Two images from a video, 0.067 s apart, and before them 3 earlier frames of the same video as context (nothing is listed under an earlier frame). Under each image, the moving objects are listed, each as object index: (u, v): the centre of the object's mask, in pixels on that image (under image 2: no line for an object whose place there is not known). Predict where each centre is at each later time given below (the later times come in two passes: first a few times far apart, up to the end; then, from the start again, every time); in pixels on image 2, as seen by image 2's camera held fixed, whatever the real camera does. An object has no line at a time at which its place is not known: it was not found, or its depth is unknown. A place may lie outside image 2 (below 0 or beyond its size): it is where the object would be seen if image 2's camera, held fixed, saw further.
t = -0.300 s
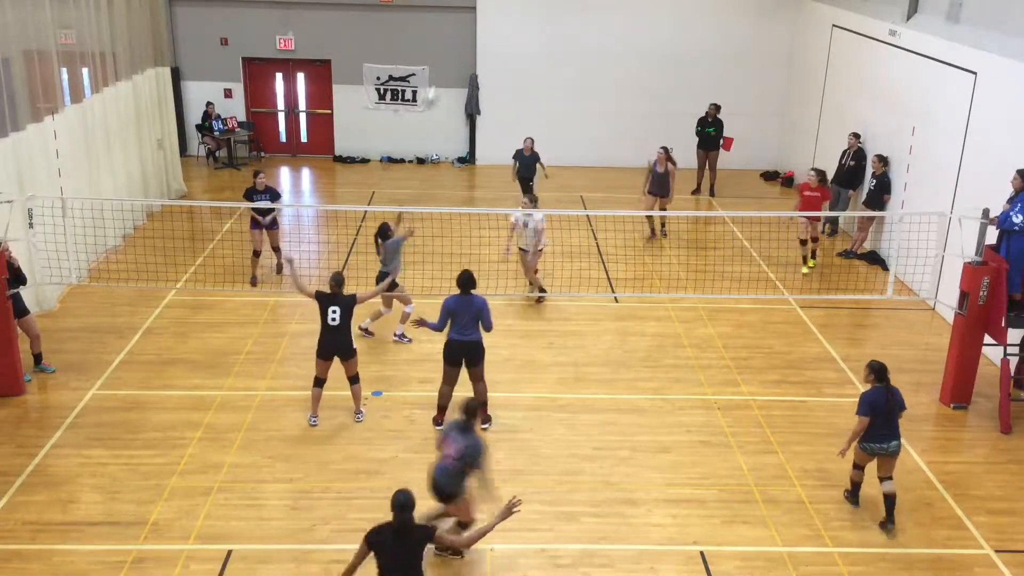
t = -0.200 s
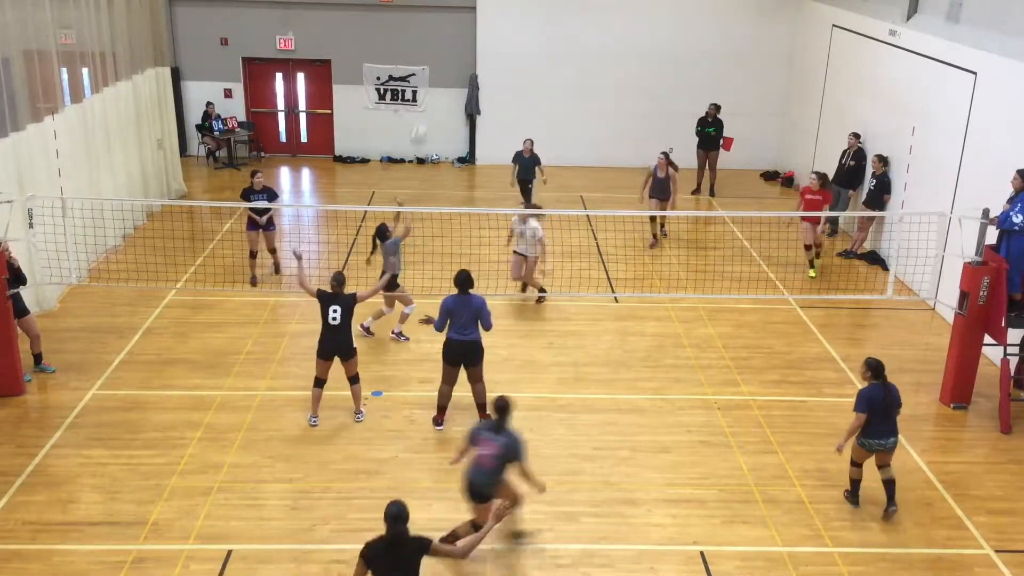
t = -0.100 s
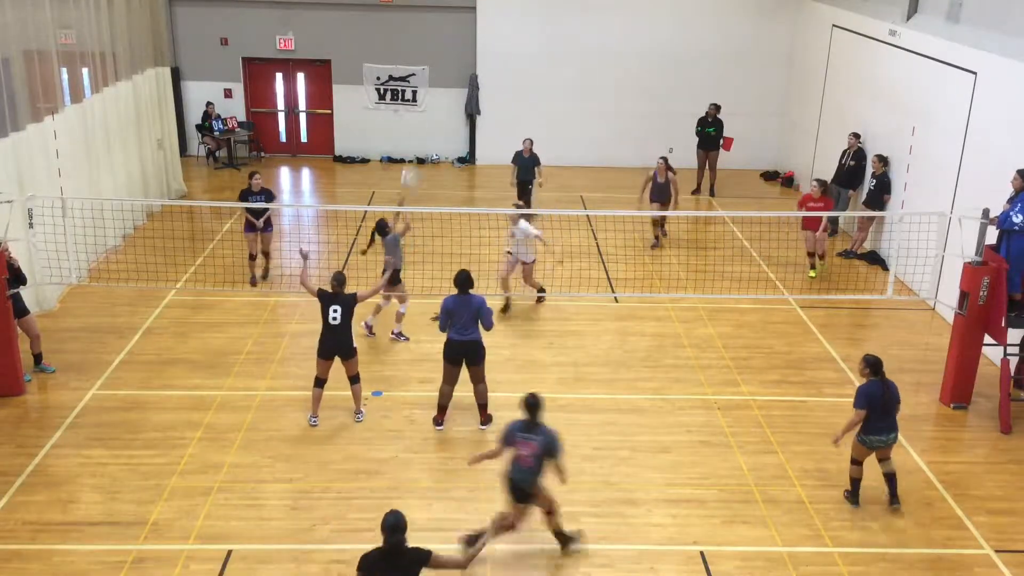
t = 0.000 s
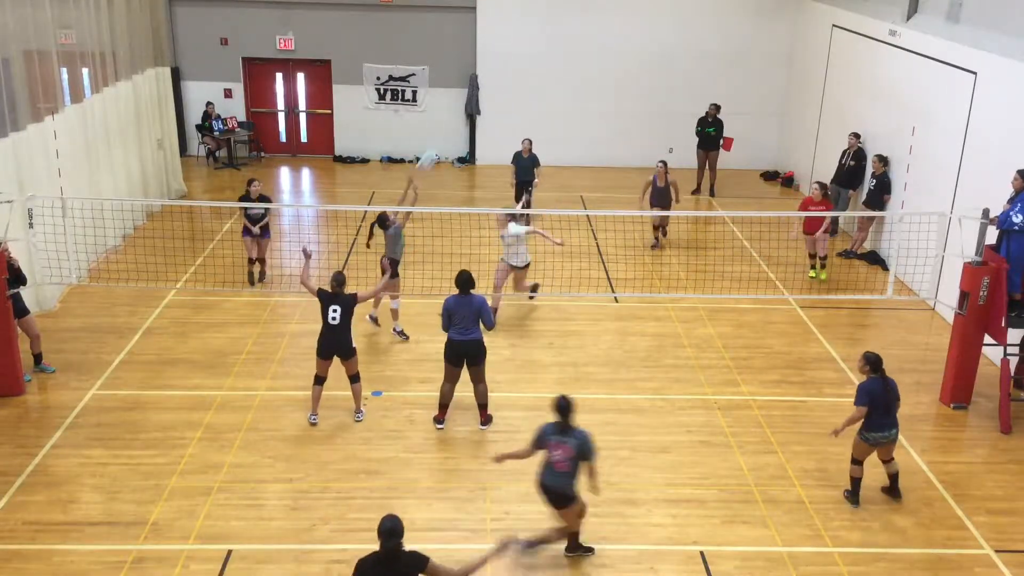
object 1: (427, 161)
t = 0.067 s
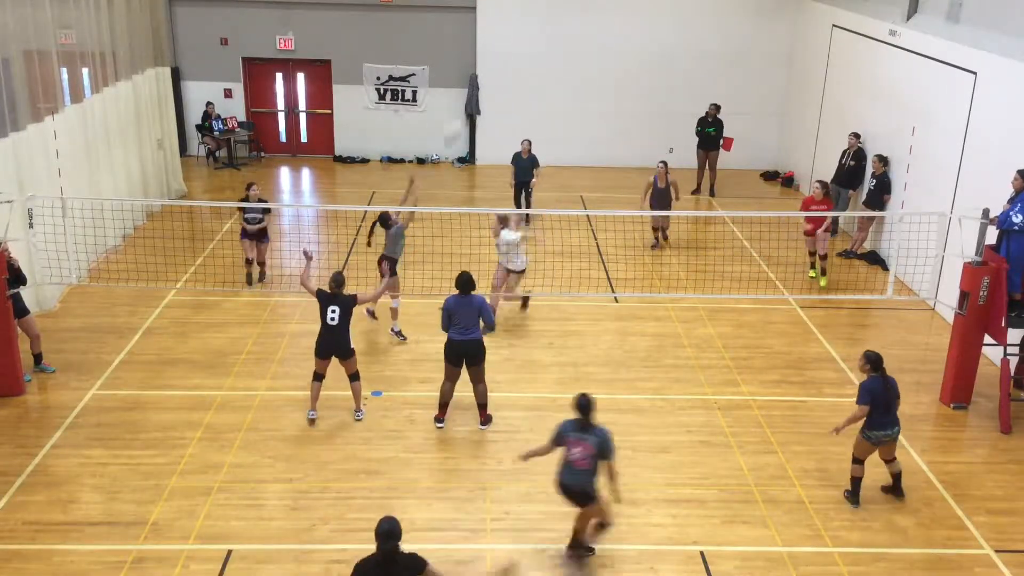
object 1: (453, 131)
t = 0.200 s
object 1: (500, 84)
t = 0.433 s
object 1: (581, 35)
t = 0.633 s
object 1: (649, 27)
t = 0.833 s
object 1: (713, 55)
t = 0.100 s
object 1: (463, 119)
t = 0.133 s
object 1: (473, 109)
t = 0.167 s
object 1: (484, 97)
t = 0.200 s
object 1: (500, 84)
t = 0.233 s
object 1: (510, 77)
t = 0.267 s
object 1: (522, 68)
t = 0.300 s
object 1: (535, 60)
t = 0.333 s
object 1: (546, 52)
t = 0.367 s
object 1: (557, 46)
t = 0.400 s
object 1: (568, 40)
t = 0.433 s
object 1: (581, 35)
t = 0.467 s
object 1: (592, 32)
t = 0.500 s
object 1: (603, 29)
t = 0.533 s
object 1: (614, 27)
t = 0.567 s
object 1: (626, 26)
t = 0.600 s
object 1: (637, 26)
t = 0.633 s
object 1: (649, 27)
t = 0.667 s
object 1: (659, 29)
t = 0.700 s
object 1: (671, 33)
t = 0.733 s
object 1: (682, 37)
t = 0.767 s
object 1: (692, 42)
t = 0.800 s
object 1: (703, 48)
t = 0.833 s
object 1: (713, 55)
